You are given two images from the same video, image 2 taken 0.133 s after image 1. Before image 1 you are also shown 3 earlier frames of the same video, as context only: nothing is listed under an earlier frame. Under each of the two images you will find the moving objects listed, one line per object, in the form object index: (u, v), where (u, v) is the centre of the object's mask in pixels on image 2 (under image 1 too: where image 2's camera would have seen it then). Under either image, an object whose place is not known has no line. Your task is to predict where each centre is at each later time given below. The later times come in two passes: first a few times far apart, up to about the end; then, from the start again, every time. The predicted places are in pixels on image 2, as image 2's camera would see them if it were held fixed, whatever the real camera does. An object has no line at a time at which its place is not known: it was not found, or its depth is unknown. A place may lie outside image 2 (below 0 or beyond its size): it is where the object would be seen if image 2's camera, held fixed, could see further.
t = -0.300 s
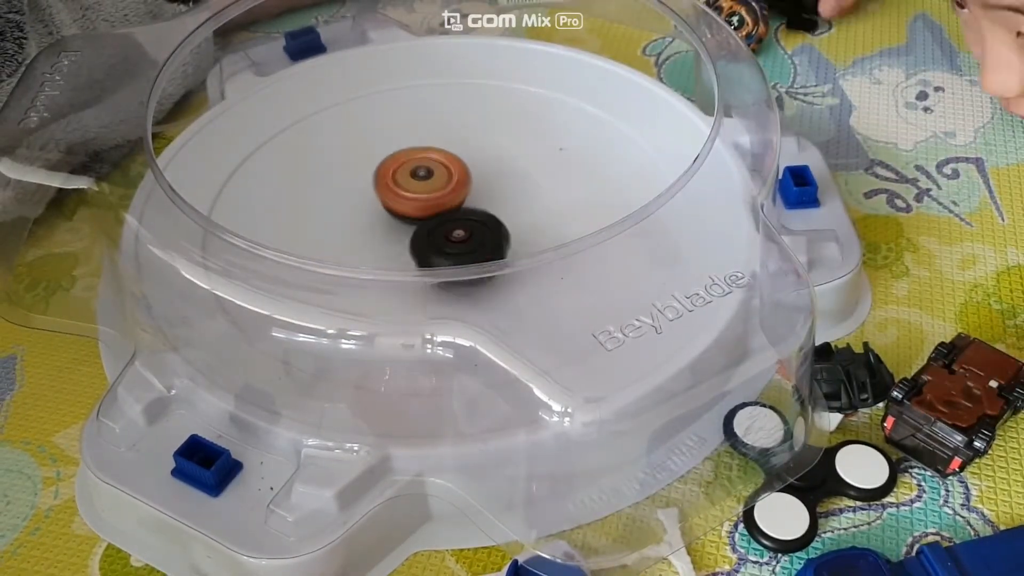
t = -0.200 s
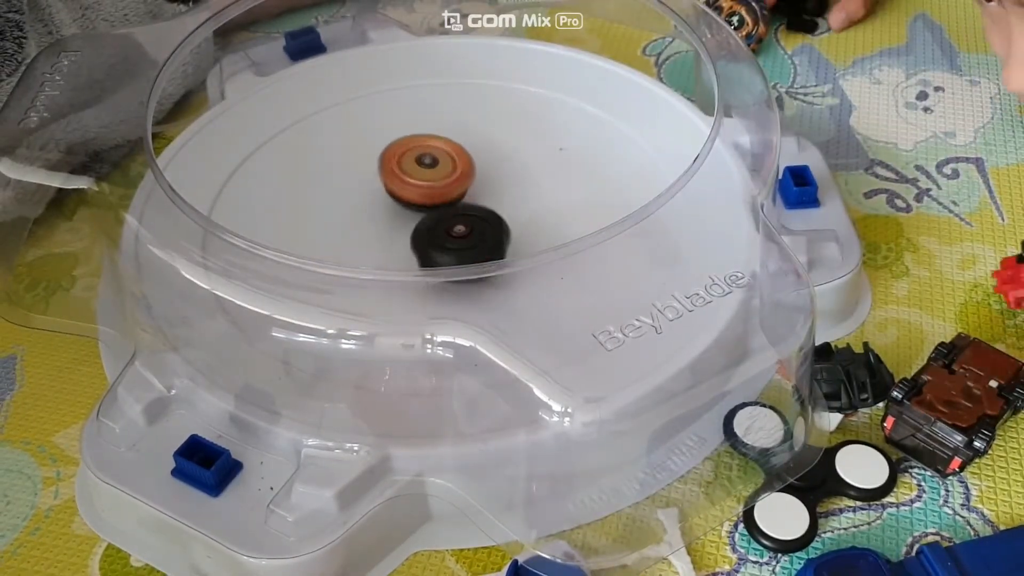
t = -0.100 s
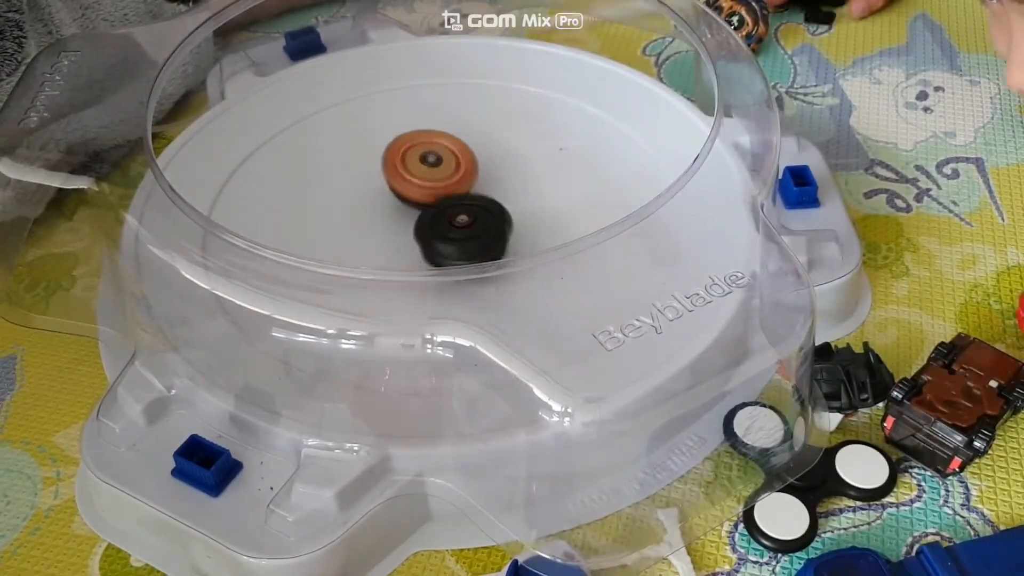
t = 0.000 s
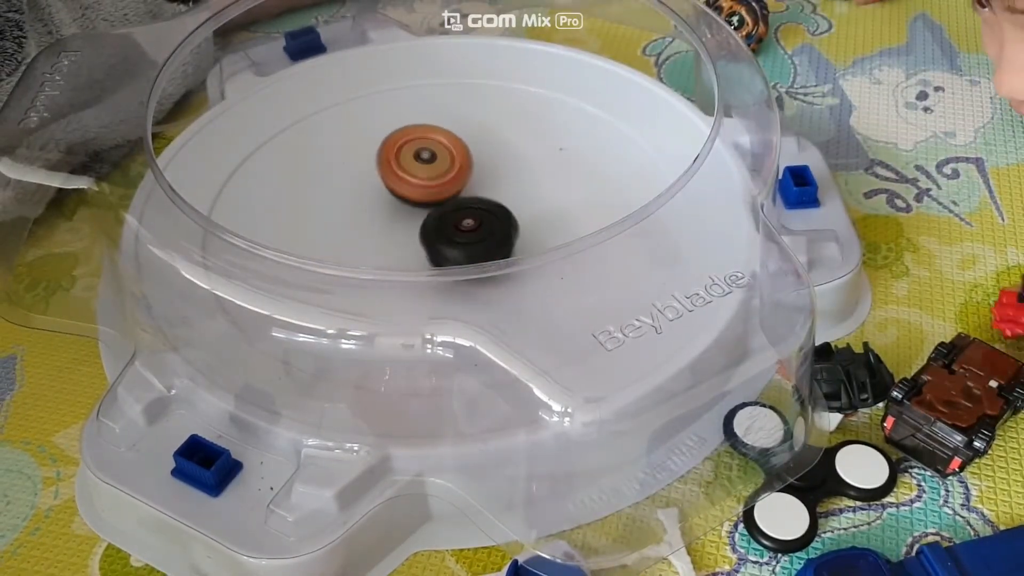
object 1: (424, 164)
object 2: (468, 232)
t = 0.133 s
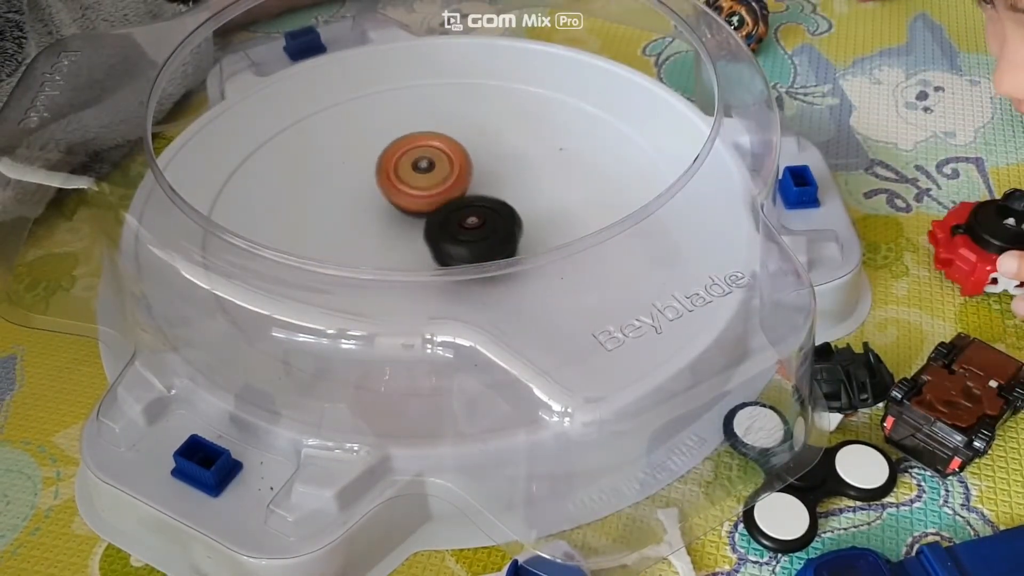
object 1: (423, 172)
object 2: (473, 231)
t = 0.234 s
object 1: (419, 178)
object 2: (478, 233)
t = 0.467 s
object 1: (411, 190)
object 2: (484, 238)
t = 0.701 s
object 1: (410, 187)
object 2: (493, 233)
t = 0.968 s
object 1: (415, 184)
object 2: (499, 225)
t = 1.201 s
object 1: (393, 187)
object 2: (514, 228)
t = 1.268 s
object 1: (399, 197)
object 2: (499, 227)
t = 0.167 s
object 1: (421, 174)
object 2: (476, 231)
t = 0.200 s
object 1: (418, 174)
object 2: (478, 233)
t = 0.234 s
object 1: (419, 178)
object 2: (478, 233)
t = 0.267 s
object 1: (420, 182)
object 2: (479, 233)
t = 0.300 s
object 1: (419, 183)
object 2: (482, 234)
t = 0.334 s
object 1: (420, 187)
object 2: (481, 234)
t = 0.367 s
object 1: (419, 188)
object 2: (484, 235)
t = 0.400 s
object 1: (419, 190)
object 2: (484, 236)
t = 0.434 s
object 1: (415, 191)
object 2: (483, 236)
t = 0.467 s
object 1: (411, 190)
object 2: (484, 238)
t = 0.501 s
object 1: (410, 190)
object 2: (480, 237)
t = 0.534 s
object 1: (410, 191)
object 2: (475, 236)
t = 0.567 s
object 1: (401, 186)
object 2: (483, 236)
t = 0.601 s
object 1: (398, 183)
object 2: (484, 237)
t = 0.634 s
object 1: (402, 186)
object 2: (484, 236)
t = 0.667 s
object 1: (410, 189)
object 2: (484, 233)
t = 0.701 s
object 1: (410, 187)
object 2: (493, 233)
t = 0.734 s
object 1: (407, 183)
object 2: (498, 234)
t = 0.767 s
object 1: (408, 182)
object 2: (501, 234)
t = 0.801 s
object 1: (410, 182)
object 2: (503, 233)
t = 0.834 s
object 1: (413, 183)
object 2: (503, 231)
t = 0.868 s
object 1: (417, 185)
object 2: (501, 229)
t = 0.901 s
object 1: (421, 187)
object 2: (497, 227)
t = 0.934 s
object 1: (418, 185)
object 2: (499, 226)
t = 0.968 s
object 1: (415, 184)
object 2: (499, 225)
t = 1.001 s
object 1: (413, 183)
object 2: (501, 225)
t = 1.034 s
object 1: (416, 186)
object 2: (498, 224)
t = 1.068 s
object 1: (403, 181)
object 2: (512, 226)
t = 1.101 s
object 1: (392, 178)
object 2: (521, 227)
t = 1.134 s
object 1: (390, 179)
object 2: (520, 228)
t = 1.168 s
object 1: (391, 183)
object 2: (518, 228)
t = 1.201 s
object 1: (393, 187)
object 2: (514, 228)
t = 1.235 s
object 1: (396, 192)
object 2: (508, 228)
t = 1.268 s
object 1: (399, 197)
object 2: (499, 227)
